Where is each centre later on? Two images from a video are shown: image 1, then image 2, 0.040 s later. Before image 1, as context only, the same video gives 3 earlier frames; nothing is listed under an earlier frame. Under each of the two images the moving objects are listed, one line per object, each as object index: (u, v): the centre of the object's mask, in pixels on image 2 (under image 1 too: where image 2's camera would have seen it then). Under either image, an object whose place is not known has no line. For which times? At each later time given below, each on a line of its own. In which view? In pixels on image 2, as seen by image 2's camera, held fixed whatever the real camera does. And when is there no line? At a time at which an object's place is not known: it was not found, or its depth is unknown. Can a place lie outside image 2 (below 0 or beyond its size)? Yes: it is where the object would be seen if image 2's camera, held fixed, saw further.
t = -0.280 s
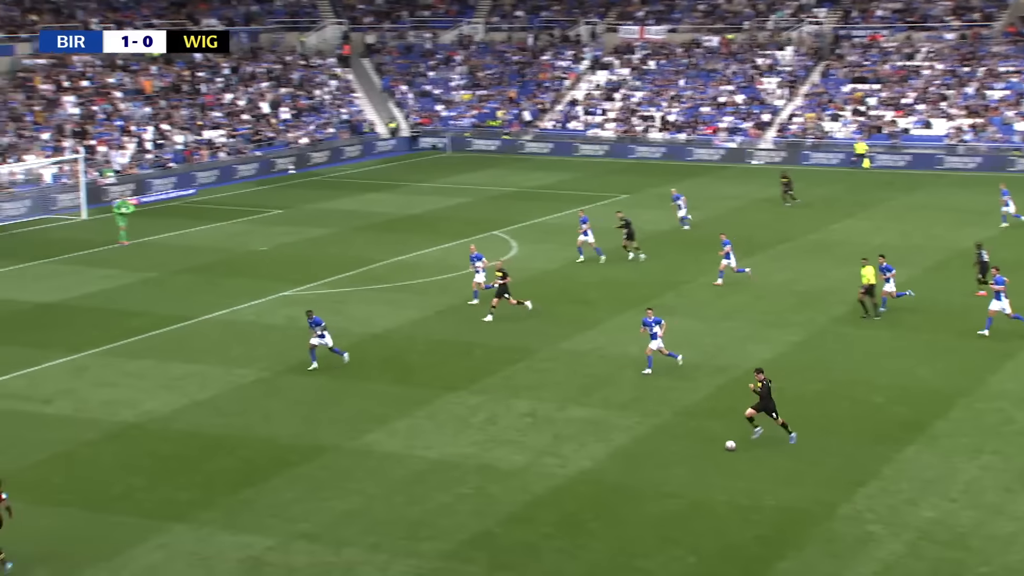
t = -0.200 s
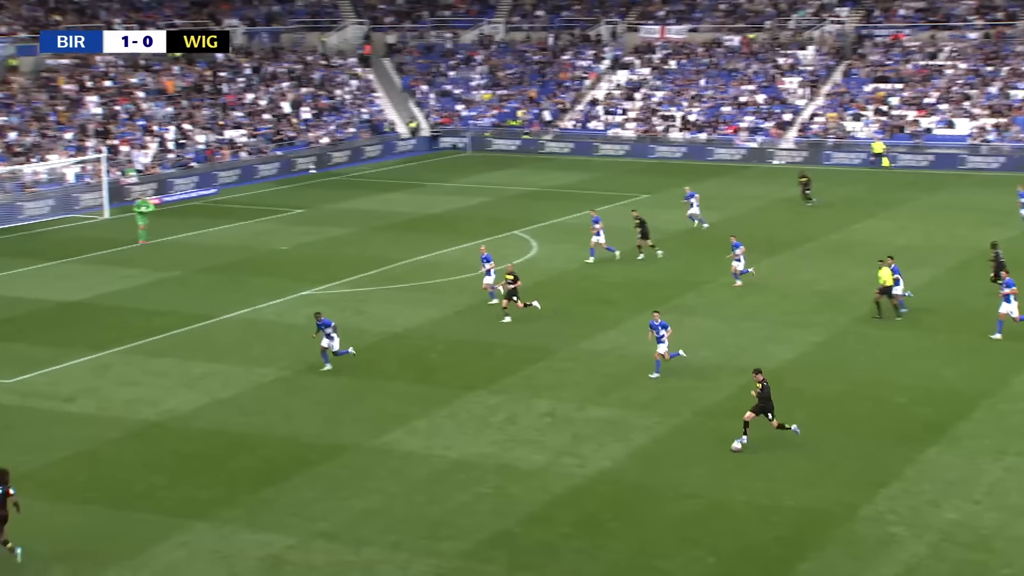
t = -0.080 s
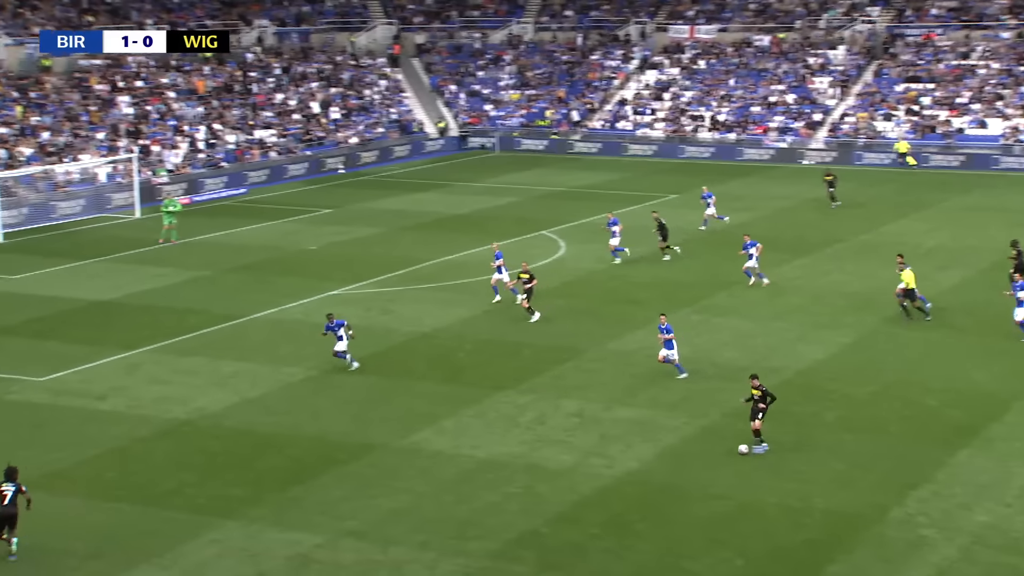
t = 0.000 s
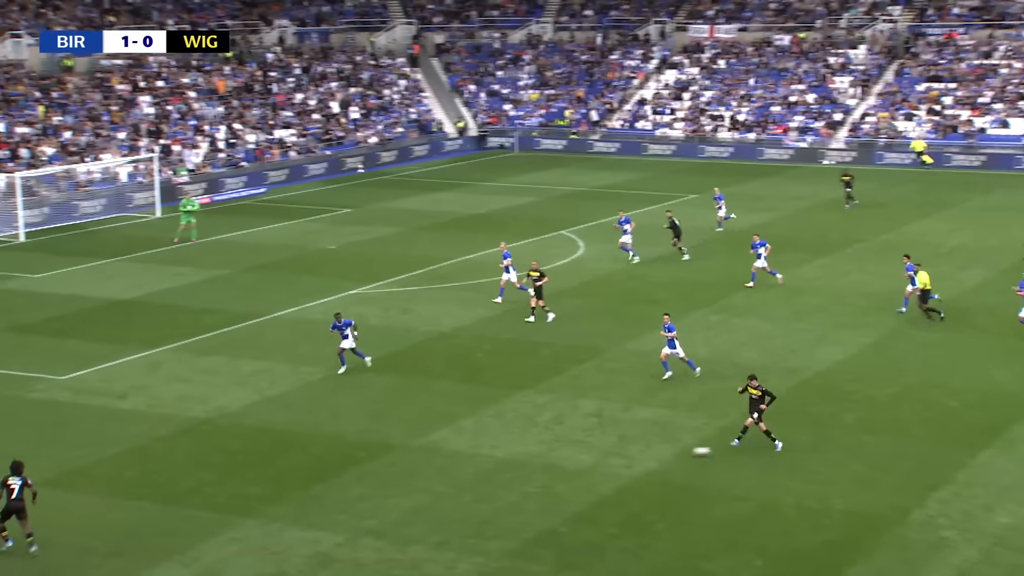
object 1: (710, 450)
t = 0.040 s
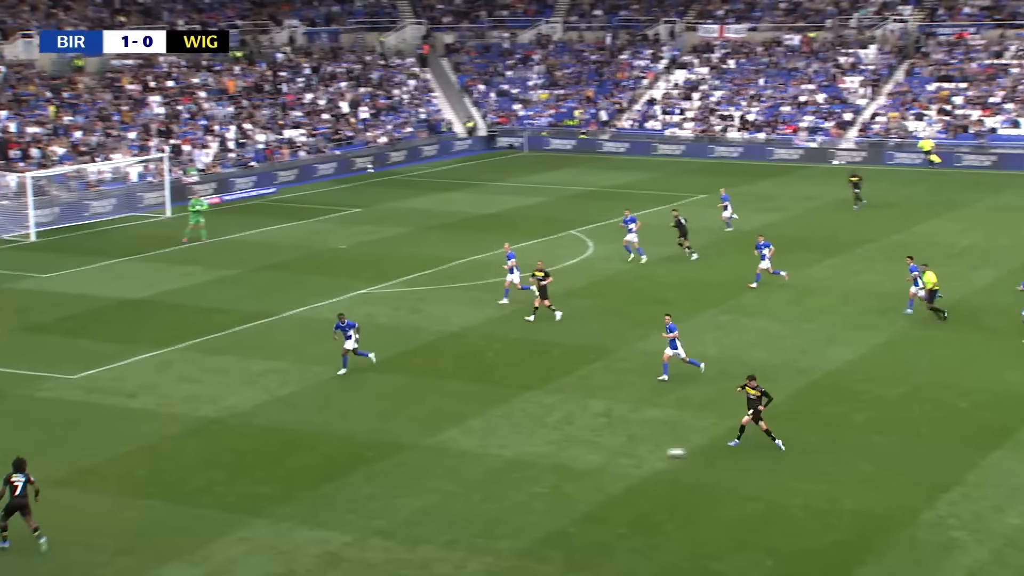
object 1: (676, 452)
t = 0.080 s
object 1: (641, 453)
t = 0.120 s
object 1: (607, 454)
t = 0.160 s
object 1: (574, 455)
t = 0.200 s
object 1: (543, 456)
